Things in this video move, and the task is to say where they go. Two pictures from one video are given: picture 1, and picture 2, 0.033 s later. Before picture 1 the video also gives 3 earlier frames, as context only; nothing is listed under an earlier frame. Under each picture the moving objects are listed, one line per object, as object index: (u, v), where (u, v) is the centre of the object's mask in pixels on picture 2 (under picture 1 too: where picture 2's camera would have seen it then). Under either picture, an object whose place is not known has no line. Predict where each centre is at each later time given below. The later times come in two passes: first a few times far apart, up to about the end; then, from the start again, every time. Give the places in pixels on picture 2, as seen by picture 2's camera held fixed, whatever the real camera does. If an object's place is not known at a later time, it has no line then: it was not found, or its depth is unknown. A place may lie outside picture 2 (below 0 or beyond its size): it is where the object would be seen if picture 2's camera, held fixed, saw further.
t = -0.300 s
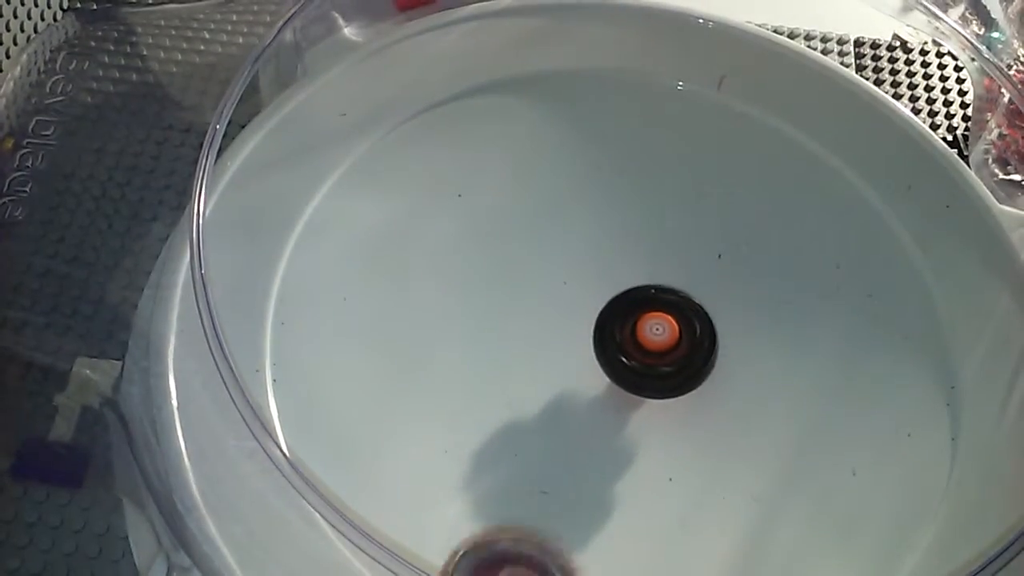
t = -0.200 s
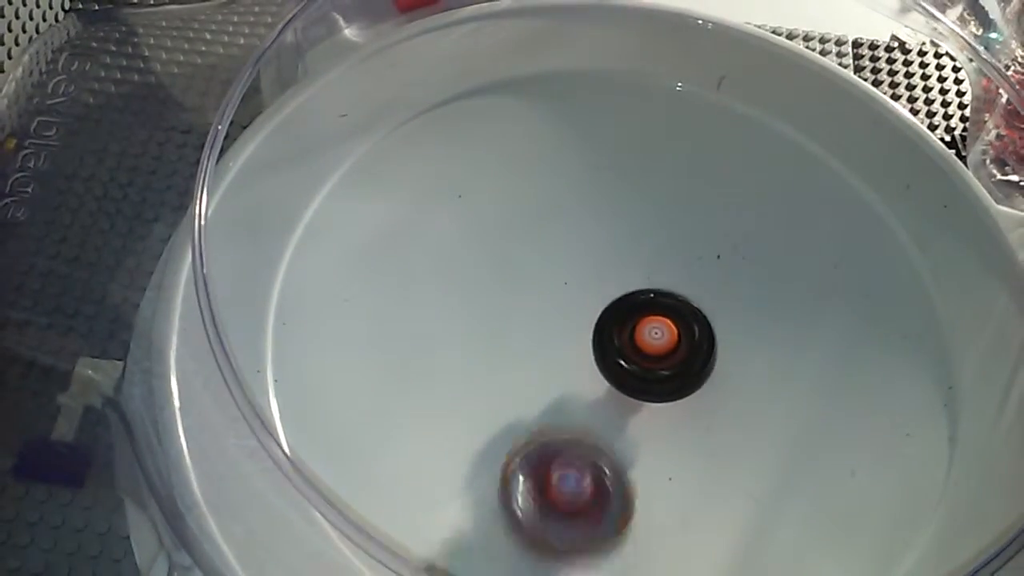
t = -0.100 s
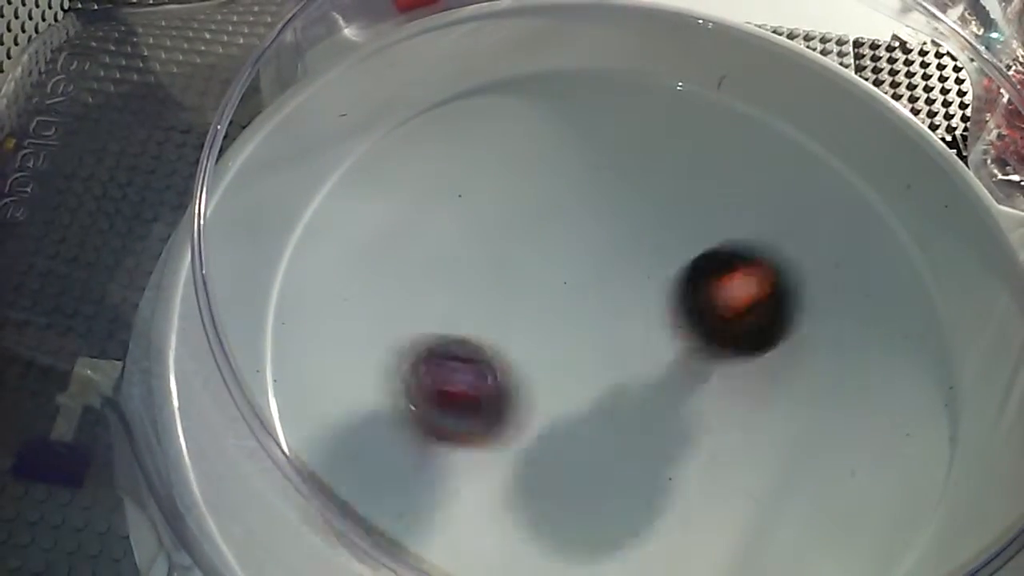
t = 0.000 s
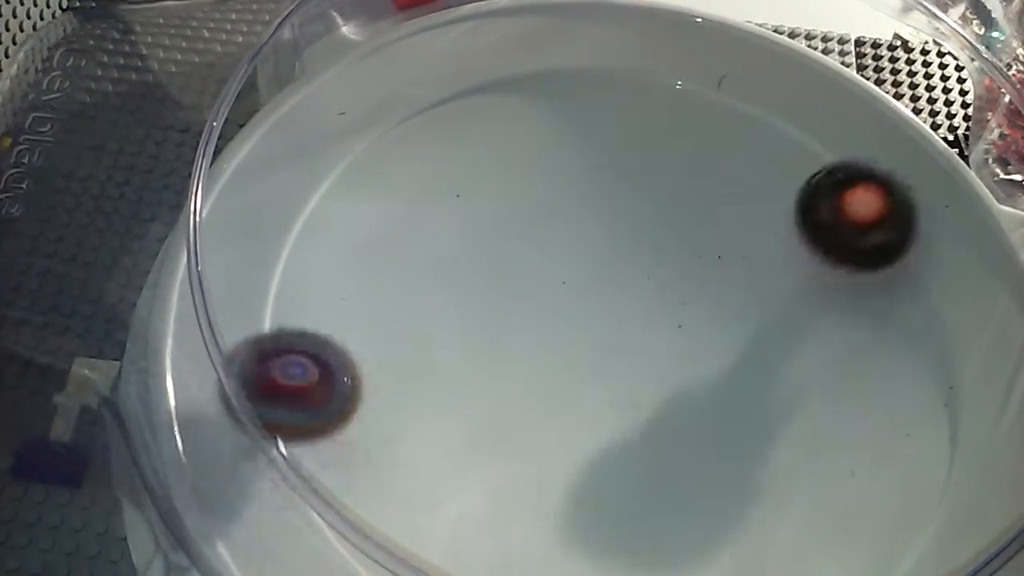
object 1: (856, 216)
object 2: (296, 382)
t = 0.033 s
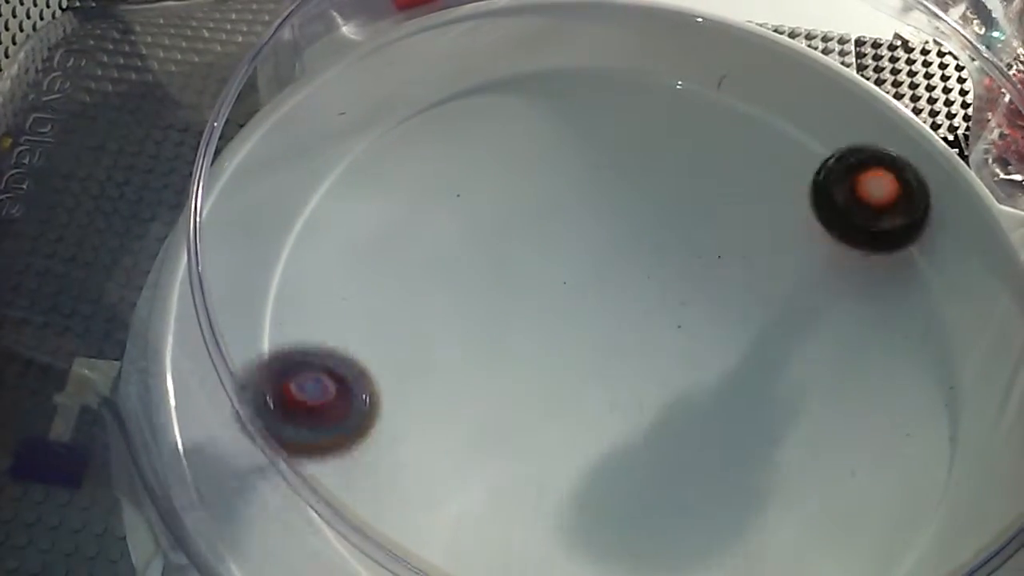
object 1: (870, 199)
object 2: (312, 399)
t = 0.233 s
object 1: (796, 164)
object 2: (390, 519)
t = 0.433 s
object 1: (686, 190)
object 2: (530, 368)
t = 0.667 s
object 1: (604, 263)
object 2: (392, 129)
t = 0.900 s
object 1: (611, 332)
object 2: (312, 326)
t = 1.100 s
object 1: (659, 385)
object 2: (550, 300)
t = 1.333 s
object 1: (697, 387)
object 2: (513, 71)
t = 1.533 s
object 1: (691, 367)
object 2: (393, 208)
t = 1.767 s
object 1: (874, 456)
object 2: (496, 189)
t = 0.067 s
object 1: (872, 188)
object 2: (334, 429)
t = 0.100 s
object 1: (863, 180)
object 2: (345, 448)
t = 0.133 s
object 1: (848, 173)
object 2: (356, 468)
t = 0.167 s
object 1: (831, 168)
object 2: (350, 496)
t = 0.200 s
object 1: (813, 166)
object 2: (370, 512)
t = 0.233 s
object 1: (796, 164)
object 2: (390, 519)
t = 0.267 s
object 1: (778, 165)
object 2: (425, 512)
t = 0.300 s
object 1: (759, 167)
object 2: (454, 508)
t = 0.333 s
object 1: (741, 170)
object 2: (483, 484)
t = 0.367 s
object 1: (722, 175)
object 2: (505, 449)
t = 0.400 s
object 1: (704, 182)
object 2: (521, 409)
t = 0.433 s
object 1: (686, 190)
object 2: (530, 368)
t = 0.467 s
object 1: (668, 198)
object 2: (533, 326)
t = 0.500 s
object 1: (652, 208)
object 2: (526, 284)
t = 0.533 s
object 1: (638, 219)
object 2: (510, 243)
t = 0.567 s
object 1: (626, 230)
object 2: (488, 207)
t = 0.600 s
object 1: (617, 242)
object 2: (462, 177)
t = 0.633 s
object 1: (610, 253)
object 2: (429, 149)
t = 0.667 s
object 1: (604, 263)
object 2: (392, 129)
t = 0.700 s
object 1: (601, 273)
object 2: (367, 134)
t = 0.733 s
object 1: (598, 282)
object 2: (352, 168)
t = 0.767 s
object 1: (597, 290)
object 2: (339, 208)
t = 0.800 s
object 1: (599, 299)
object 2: (327, 243)
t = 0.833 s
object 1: (603, 309)
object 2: (315, 271)
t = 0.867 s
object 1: (607, 320)
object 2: (307, 298)
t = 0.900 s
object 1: (611, 332)
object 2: (312, 326)
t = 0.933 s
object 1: (616, 343)
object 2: (335, 350)
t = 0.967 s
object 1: (622, 354)
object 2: (376, 366)
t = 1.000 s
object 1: (630, 364)
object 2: (423, 369)
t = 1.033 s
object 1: (639, 372)
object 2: (472, 358)
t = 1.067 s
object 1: (649, 379)
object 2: (517, 333)
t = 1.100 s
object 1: (659, 385)
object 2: (550, 300)
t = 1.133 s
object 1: (670, 389)
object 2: (572, 258)
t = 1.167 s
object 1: (681, 392)
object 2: (584, 215)
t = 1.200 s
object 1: (689, 391)
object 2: (587, 171)
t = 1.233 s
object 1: (694, 390)
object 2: (581, 130)
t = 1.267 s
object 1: (696, 389)
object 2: (566, 94)
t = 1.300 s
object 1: (697, 388)
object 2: (542, 59)
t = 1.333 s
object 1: (697, 387)
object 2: (513, 71)
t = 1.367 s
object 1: (696, 385)
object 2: (482, 101)
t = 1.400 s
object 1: (696, 382)
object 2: (449, 120)
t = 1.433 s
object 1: (697, 378)
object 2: (422, 137)
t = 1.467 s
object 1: (696, 374)
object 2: (399, 153)
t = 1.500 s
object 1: (693, 371)
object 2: (389, 177)
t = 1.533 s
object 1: (691, 367)
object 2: (393, 208)
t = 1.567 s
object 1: (688, 364)
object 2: (410, 238)
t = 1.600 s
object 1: (684, 362)
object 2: (438, 264)
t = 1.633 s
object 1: (680, 360)
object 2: (477, 285)
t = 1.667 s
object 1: (675, 359)
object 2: (525, 301)
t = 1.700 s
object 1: (699, 370)
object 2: (542, 281)
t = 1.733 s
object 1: (789, 416)
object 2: (509, 231)
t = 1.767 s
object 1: (874, 456)
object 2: (496, 189)
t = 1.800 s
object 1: (953, 484)
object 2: (484, 157)
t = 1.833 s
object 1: (985, 483)
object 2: (469, 132)
